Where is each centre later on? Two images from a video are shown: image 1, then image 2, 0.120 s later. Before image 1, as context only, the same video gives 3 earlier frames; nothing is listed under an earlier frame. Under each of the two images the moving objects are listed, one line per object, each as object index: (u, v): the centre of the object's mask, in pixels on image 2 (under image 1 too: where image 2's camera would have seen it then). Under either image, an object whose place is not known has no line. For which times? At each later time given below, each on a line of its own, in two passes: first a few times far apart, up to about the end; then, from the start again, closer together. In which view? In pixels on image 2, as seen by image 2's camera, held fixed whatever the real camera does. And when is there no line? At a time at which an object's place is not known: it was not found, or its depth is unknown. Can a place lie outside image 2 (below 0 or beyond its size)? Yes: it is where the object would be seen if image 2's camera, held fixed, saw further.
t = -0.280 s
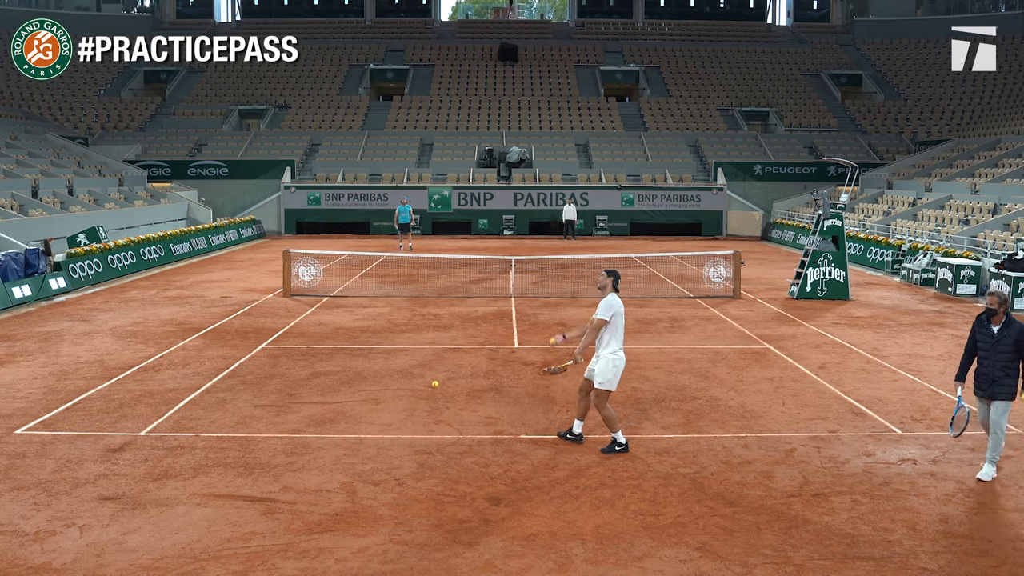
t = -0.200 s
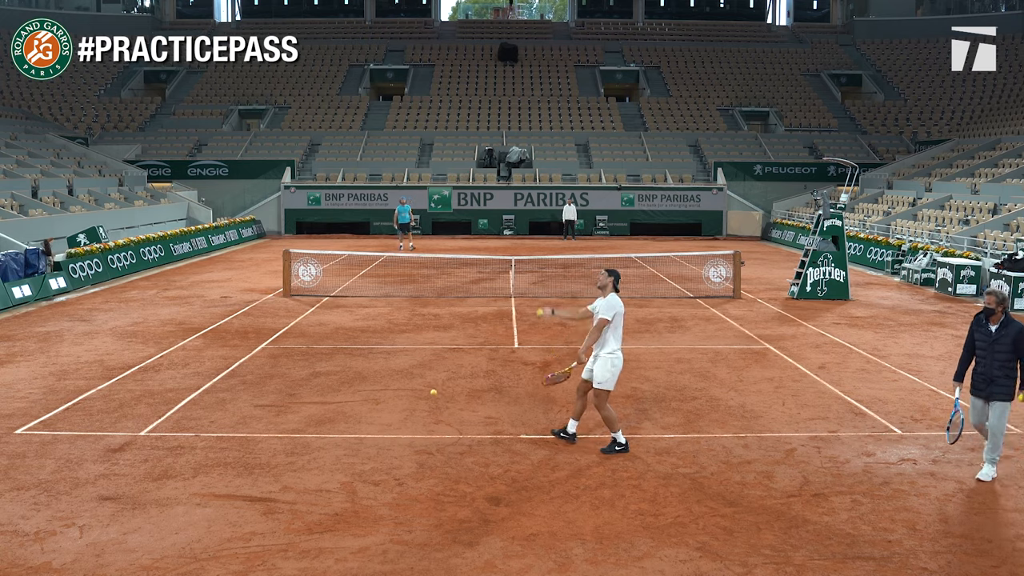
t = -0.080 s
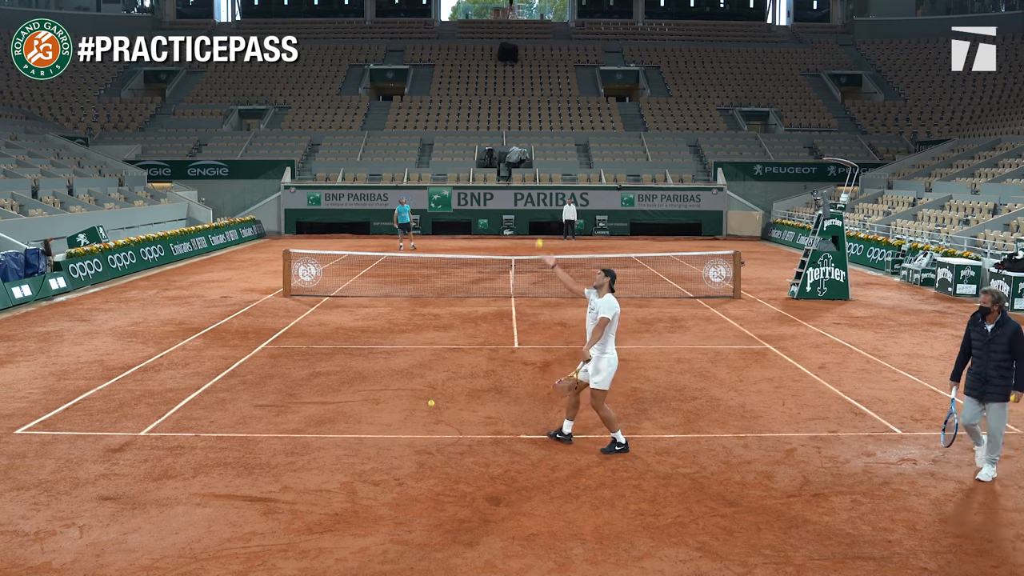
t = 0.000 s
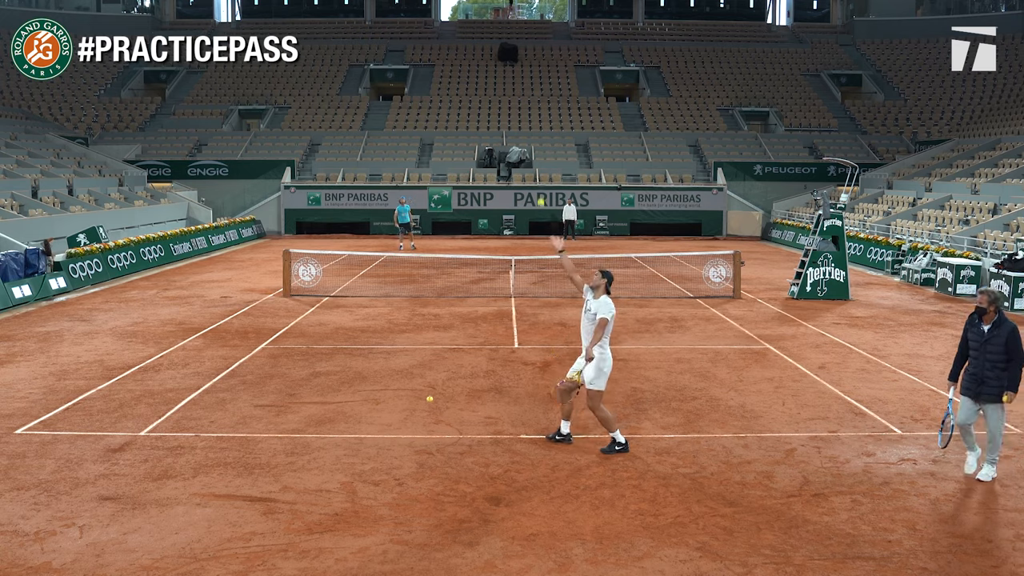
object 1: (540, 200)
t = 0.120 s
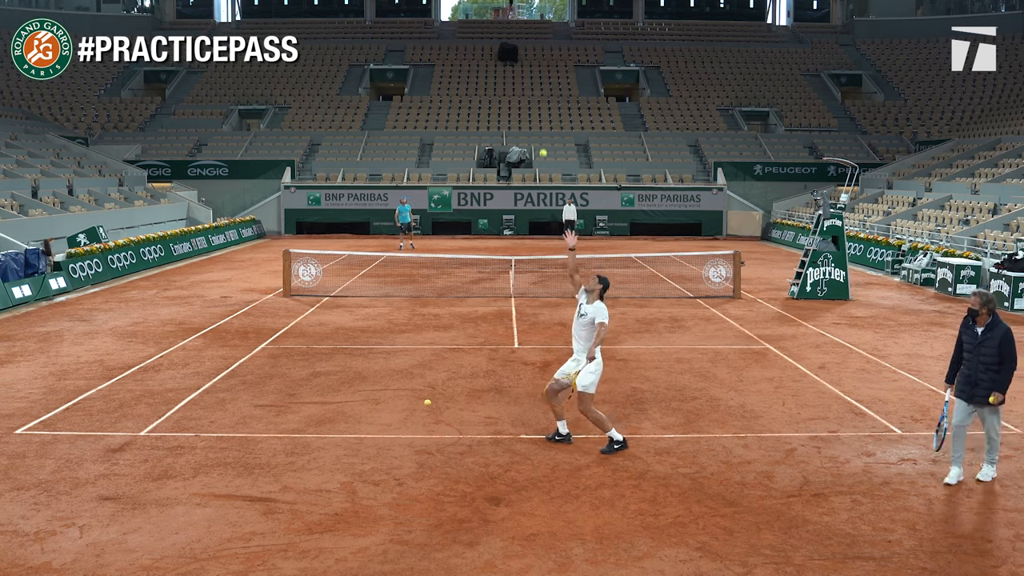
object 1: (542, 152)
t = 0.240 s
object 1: (545, 117)
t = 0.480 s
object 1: (549, 89)
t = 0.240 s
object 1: (545, 117)
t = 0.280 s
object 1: (545, 106)
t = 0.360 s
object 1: (546, 96)
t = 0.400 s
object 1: (547, 92)
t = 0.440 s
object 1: (547, 90)
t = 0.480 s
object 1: (549, 89)
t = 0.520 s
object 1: (548, 90)
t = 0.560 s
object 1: (549, 92)
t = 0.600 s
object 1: (550, 95)
